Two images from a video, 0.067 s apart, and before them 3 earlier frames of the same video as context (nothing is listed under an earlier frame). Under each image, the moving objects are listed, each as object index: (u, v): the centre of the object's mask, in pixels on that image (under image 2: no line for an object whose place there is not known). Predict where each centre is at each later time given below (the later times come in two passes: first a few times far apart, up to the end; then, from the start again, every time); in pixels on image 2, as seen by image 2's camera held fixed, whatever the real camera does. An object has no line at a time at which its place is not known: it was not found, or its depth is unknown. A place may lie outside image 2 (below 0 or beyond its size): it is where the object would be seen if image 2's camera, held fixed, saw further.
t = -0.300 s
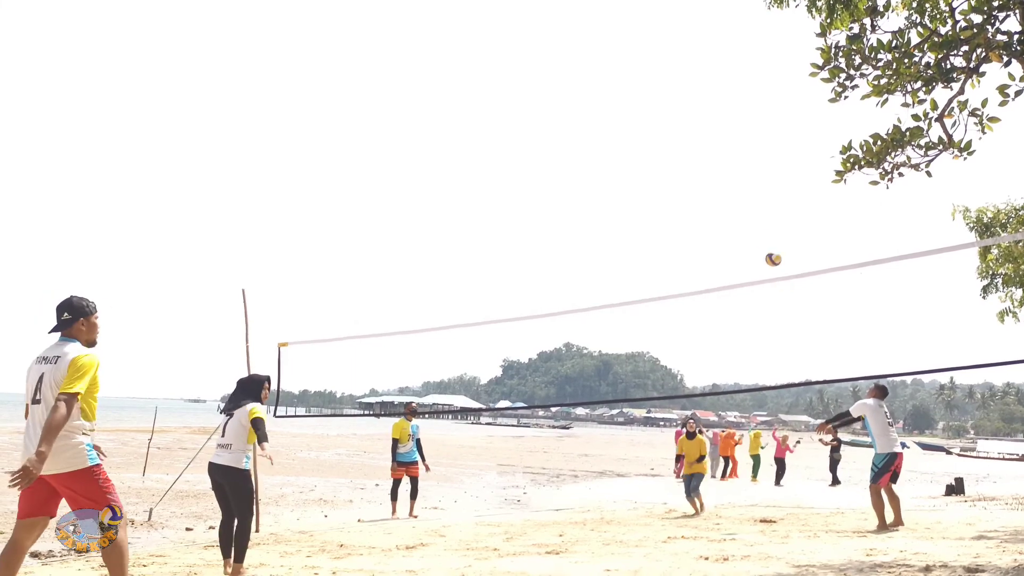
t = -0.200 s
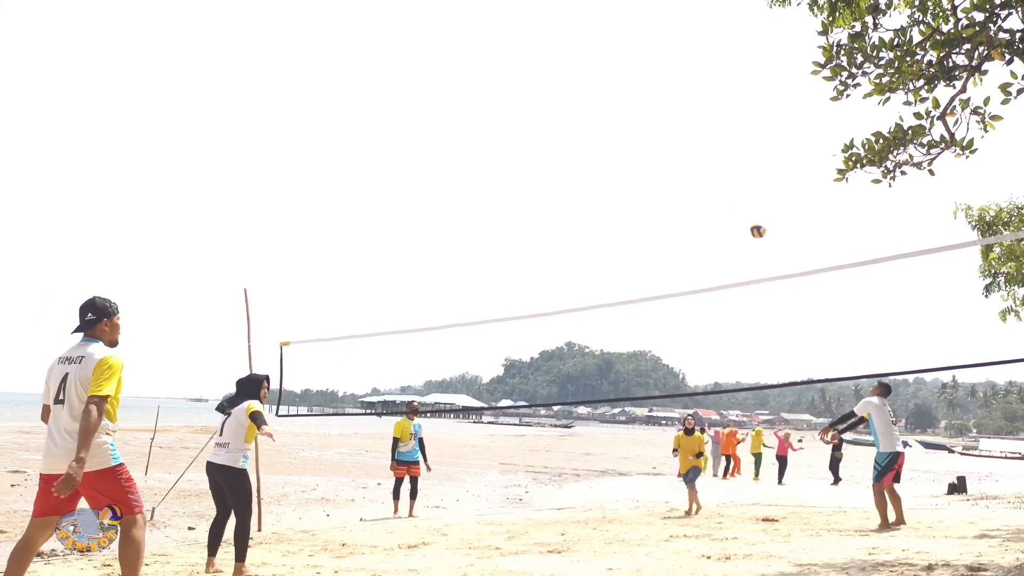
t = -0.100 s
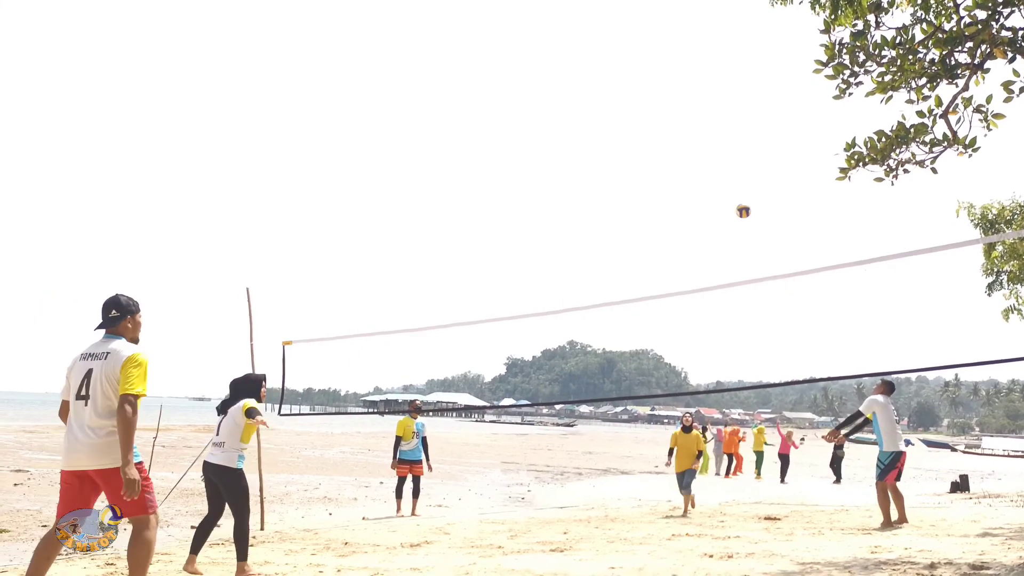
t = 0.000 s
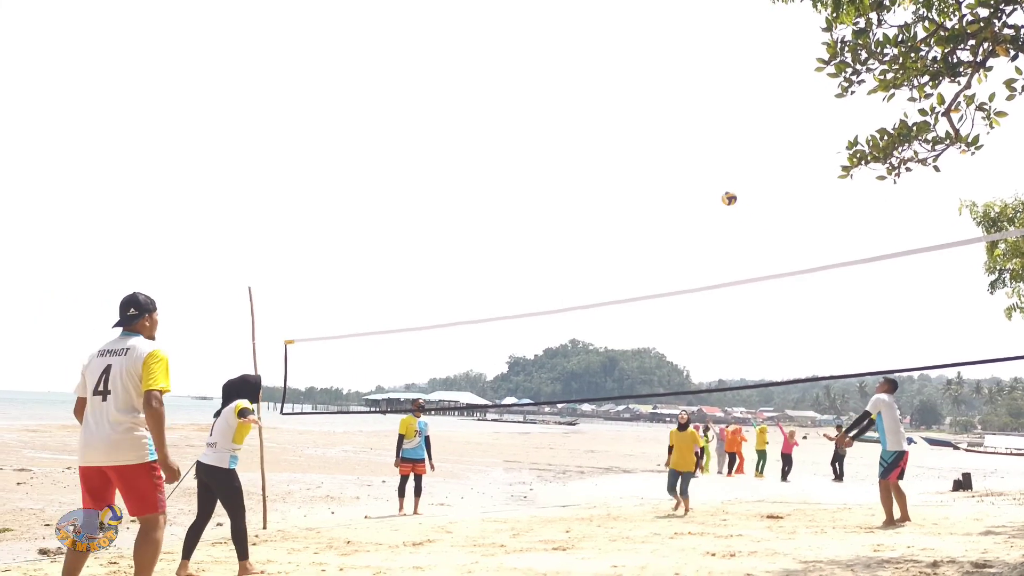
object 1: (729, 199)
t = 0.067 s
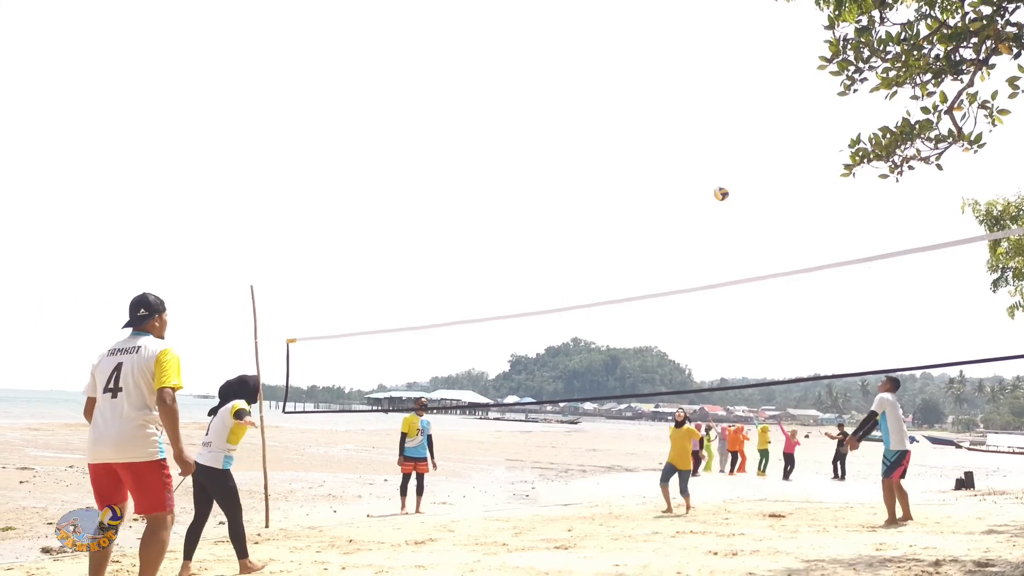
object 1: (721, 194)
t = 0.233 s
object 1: (696, 200)
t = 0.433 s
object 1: (669, 233)
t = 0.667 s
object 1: (640, 307)
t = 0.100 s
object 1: (716, 193)
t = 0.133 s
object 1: (711, 194)
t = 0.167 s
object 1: (705, 195)
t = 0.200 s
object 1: (700, 197)
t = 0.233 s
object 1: (696, 200)
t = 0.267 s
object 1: (691, 204)
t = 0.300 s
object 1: (686, 208)
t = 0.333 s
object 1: (682, 213)
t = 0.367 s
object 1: (677, 219)
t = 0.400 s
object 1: (673, 226)
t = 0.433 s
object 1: (669, 233)
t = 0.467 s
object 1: (664, 241)
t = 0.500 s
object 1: (660, 250)
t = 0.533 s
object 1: (656, 260)
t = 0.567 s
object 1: (652, 271)
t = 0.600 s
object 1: (647, 282)
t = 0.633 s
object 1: (643, 291)
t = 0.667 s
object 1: (640, 307)
